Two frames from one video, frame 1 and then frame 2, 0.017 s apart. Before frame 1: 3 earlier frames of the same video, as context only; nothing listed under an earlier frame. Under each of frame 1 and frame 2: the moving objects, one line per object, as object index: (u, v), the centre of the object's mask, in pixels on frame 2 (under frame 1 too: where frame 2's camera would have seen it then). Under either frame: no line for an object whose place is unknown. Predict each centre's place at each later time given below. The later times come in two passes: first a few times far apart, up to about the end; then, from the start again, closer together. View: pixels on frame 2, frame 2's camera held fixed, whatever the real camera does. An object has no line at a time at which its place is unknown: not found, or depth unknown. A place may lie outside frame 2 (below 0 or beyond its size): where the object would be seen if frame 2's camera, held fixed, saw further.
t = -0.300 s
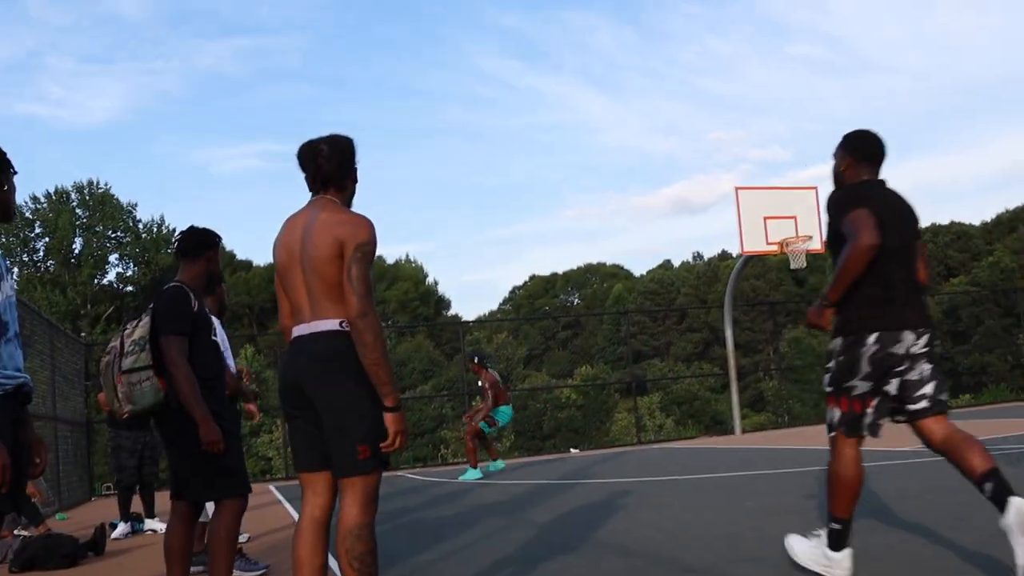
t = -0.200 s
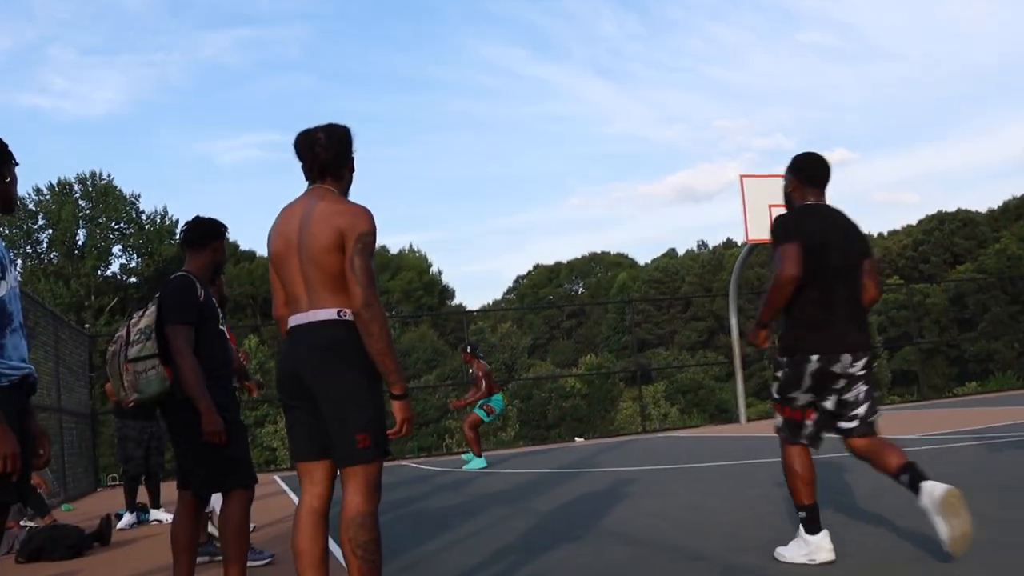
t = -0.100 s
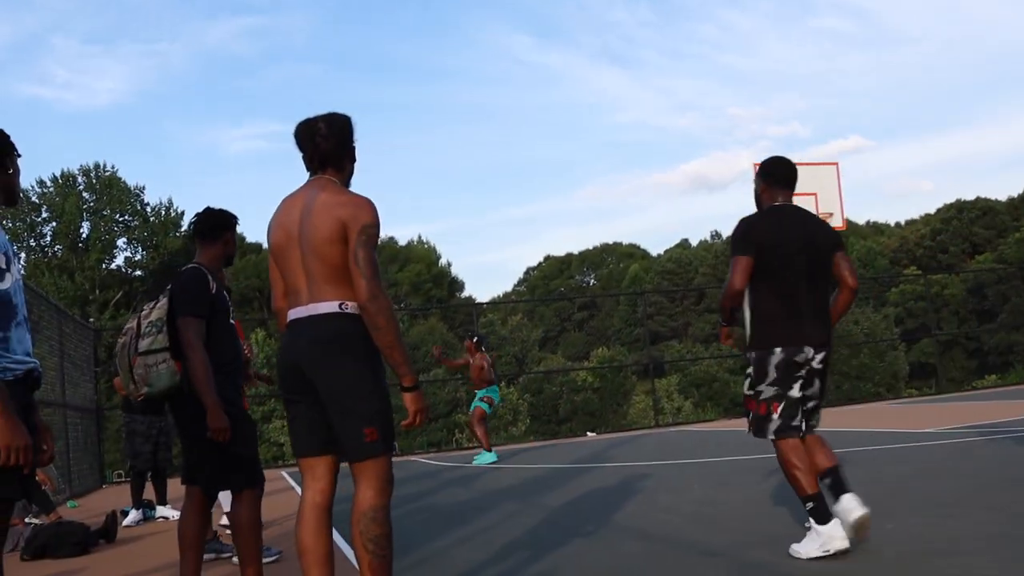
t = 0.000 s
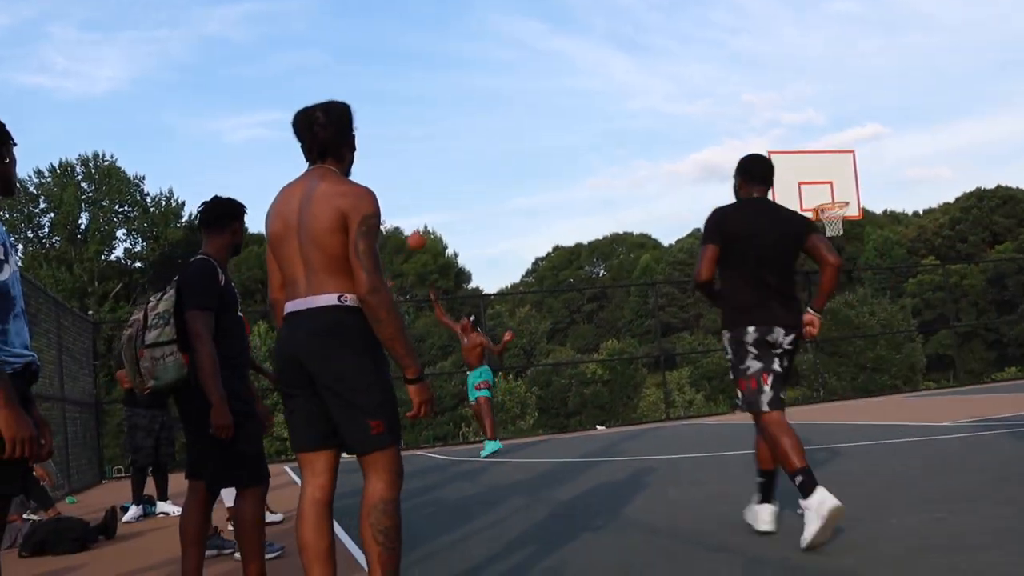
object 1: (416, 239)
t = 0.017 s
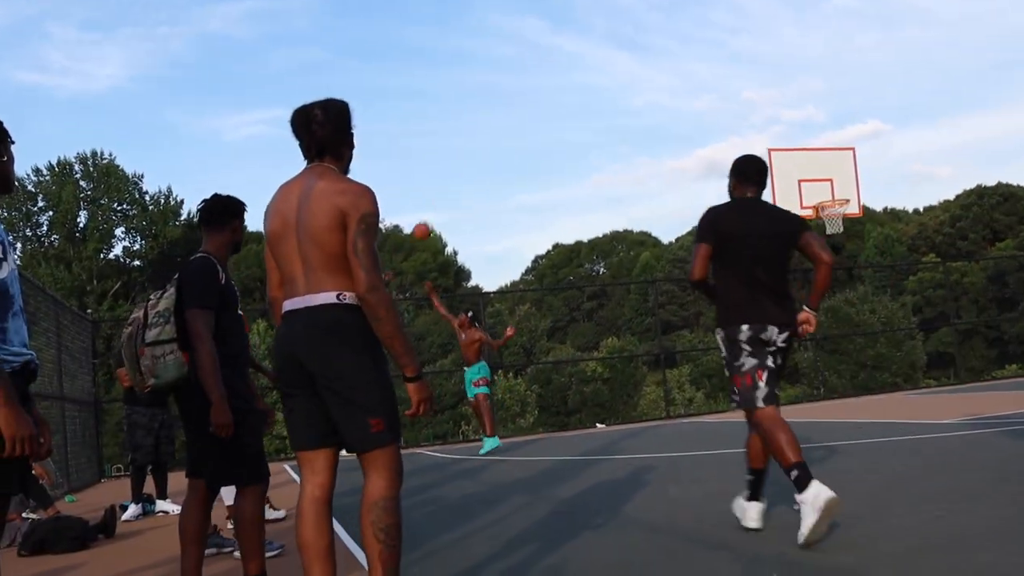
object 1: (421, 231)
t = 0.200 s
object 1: (490, 159)
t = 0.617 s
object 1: (636, 97)
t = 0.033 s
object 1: (428, 224)
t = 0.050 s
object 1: (435, 215)
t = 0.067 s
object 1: (441, 208)
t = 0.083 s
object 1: (447, 201)
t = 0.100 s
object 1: (453, 194)
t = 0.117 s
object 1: (459, 188)
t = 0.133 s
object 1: (465, 182)
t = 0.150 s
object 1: (472, 176)
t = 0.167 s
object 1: (478, 170)
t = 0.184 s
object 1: (484, 164)
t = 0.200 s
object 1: (490, 159)
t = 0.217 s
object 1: (496, 154)
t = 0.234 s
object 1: (502, 149)
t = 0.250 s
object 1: (508, 144)
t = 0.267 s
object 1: (514, 140)
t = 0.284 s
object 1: (520, 136)
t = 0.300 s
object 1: (526, 132)
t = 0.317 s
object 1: (532, 128)
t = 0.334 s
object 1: (537, 125)
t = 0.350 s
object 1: (543, 122)
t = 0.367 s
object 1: (549, 119)
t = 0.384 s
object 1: (555, 116)
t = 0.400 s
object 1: (561, 113)
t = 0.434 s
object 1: (573, 108)
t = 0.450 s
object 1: (578, 107)
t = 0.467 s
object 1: (584, 105)
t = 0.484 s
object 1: (590, 103)
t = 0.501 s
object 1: (595, 102)
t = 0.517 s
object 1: (601, 100)
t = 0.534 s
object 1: (607, 99)
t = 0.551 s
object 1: (613, 99)
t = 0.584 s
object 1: (625, 98)
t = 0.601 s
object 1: (630, 97)
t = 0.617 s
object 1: (636, 97)
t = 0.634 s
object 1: (642, 98)
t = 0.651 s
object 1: (647, 98)
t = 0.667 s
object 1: (653, 98)
